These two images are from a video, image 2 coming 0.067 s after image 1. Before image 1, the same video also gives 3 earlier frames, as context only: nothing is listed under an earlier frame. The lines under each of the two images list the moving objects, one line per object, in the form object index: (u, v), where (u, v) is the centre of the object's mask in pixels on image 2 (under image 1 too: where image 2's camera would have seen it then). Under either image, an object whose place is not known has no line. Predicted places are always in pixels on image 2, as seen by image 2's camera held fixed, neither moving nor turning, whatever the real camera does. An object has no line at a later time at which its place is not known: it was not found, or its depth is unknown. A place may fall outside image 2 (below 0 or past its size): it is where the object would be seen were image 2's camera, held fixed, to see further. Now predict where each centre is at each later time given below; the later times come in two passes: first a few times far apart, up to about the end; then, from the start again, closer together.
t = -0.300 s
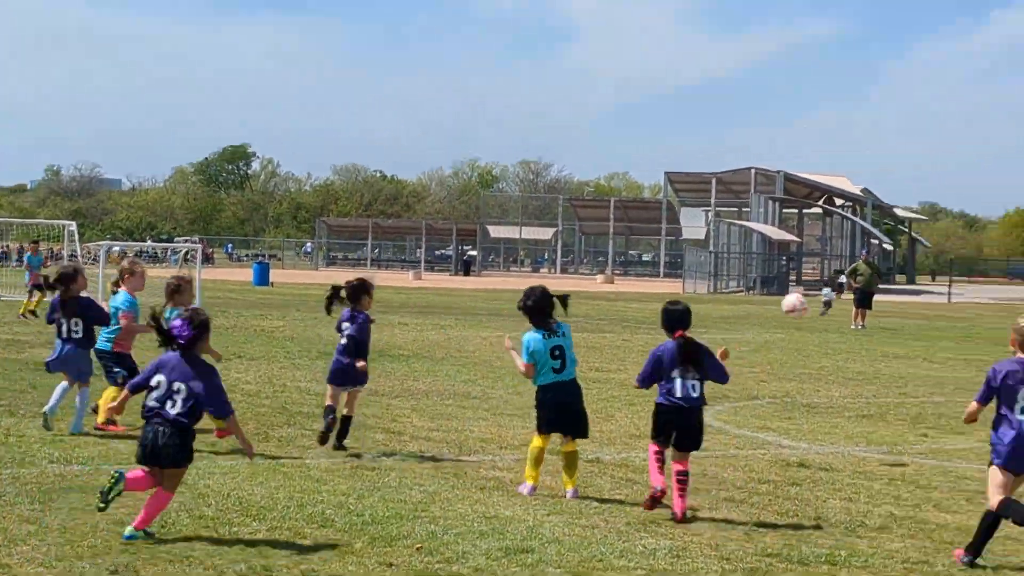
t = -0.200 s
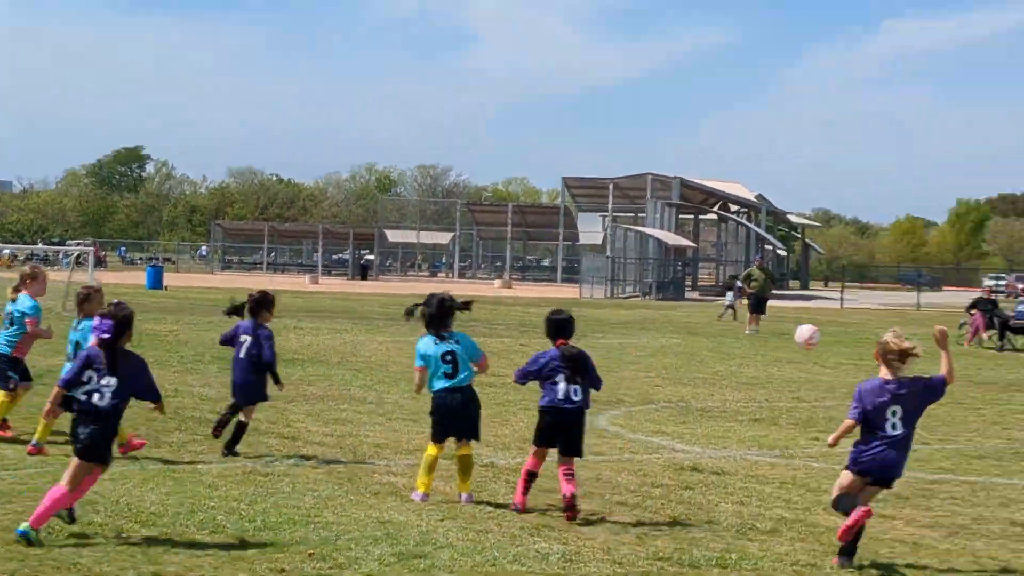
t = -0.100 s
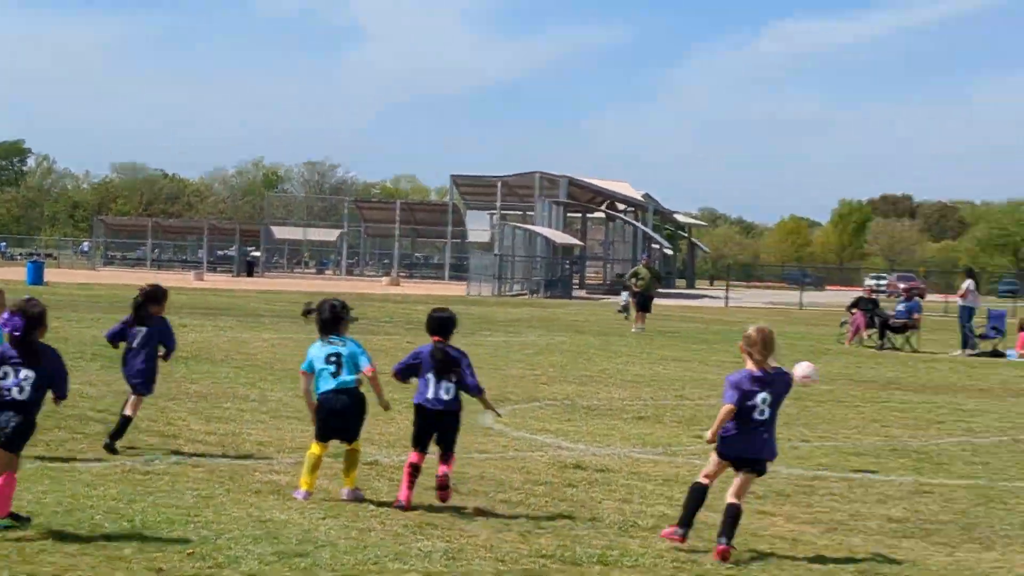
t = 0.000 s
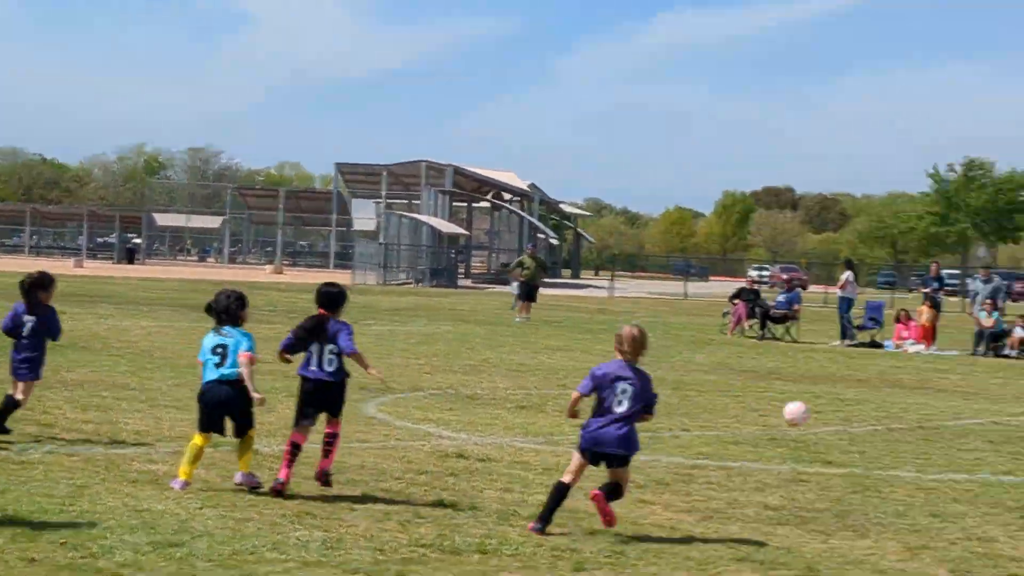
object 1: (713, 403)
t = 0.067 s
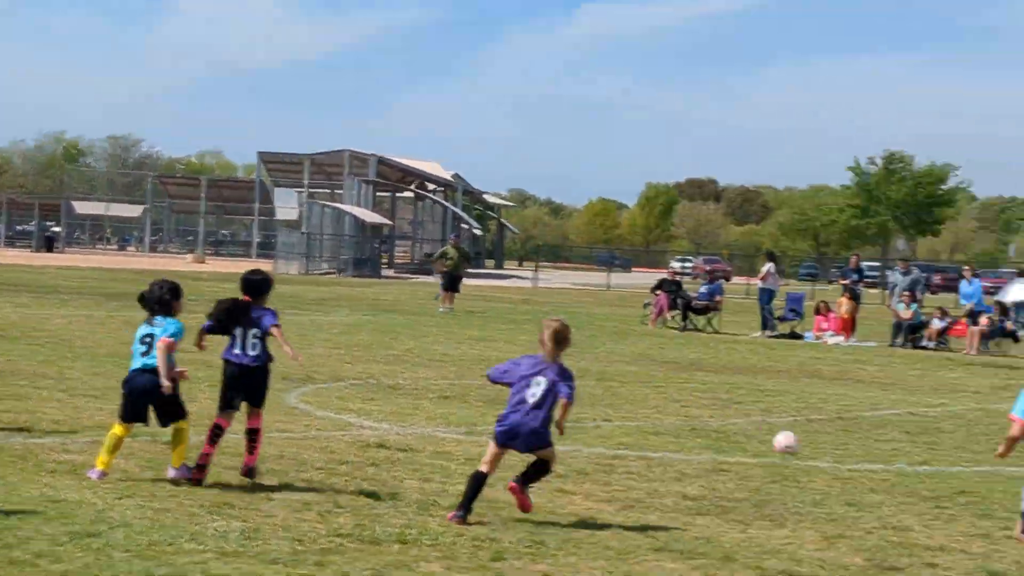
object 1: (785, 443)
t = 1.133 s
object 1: (1206, 431)
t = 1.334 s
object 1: (1264, 408)
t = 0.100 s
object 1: (806, 437)
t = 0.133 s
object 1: (823, 424)
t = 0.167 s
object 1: (839, 413)
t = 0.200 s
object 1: (854, 403)
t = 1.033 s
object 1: (1176, 416)
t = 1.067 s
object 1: (1186, 420)
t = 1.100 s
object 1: (1196, 426)
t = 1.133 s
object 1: (1206, 431)
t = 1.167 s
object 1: (1216, 425)
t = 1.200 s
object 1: (1226, 419)
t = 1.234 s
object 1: (1236, 413)
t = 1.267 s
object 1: (1246, 410)
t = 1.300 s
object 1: (1256, 409)
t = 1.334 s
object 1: (1264, 408)
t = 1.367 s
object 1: (1274, 408)
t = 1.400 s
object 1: (1284, 410)
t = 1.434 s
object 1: (1293, 412)
